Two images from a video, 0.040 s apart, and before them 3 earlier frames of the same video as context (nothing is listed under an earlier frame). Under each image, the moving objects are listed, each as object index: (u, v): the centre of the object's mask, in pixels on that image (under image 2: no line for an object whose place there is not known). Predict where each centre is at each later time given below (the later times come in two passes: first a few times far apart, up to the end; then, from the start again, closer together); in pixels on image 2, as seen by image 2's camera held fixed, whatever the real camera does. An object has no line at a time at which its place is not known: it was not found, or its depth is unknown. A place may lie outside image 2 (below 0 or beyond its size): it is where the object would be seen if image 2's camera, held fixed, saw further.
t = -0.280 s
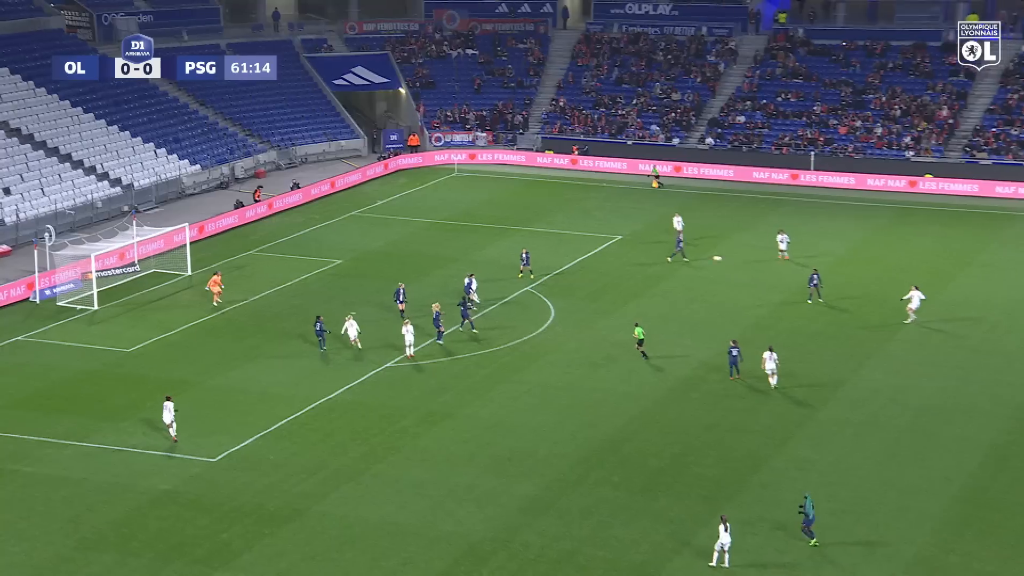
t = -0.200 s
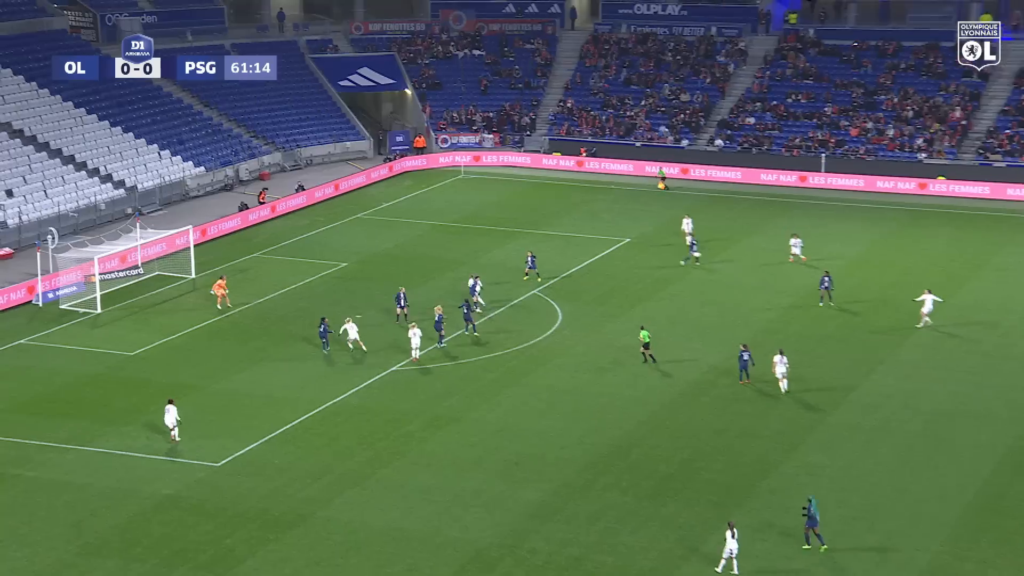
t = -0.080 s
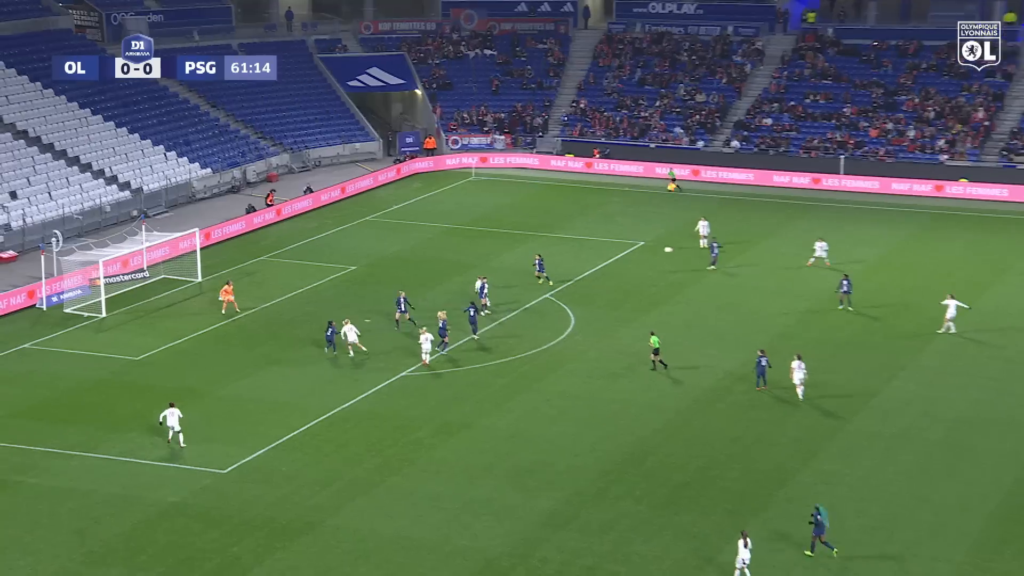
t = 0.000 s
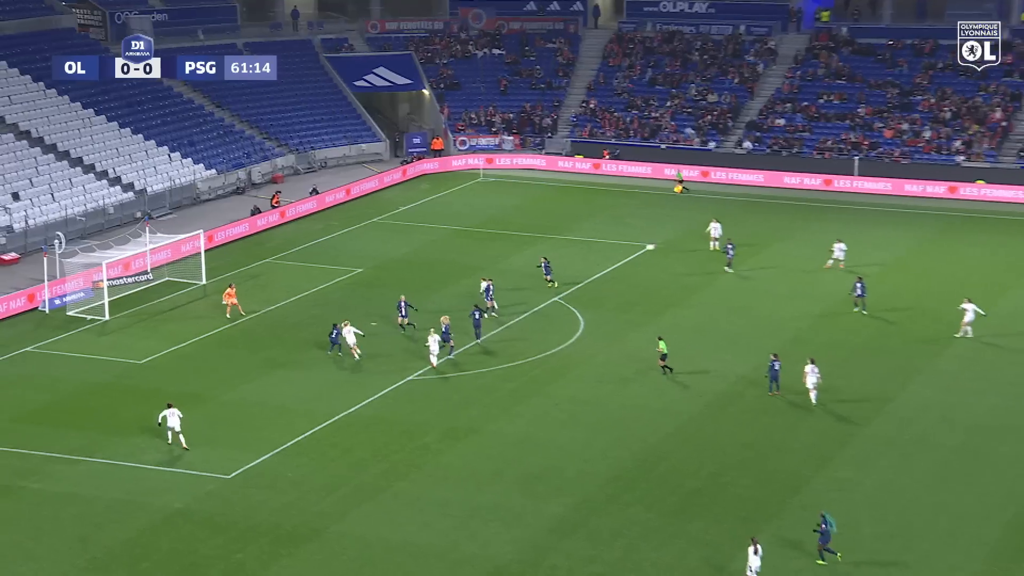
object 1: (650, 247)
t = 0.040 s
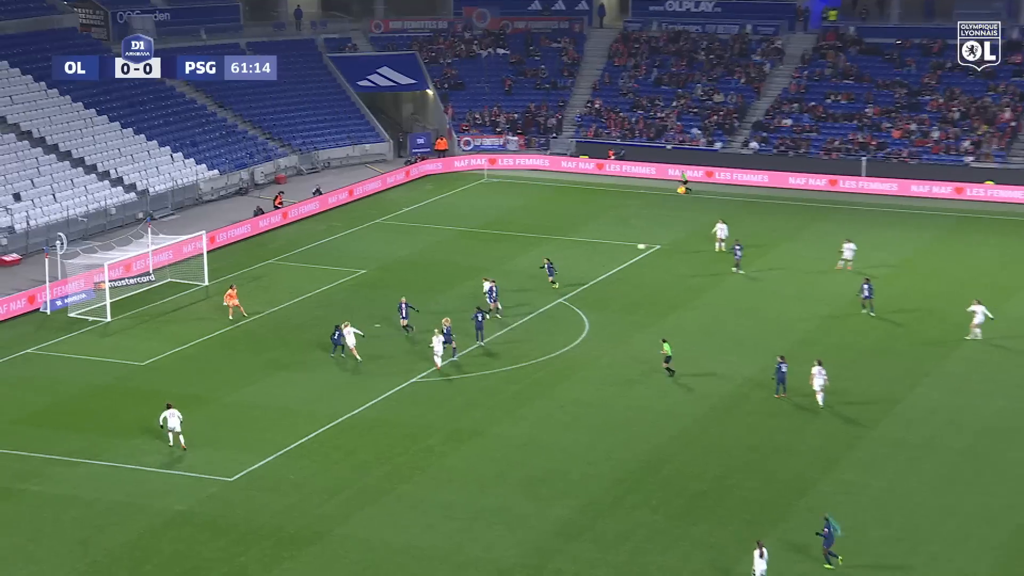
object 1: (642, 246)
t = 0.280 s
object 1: (561, 241)
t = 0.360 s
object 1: (535, 241)
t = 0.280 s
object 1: (561, 241)
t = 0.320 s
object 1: (548, 241)
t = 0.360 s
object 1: (535, 241)
